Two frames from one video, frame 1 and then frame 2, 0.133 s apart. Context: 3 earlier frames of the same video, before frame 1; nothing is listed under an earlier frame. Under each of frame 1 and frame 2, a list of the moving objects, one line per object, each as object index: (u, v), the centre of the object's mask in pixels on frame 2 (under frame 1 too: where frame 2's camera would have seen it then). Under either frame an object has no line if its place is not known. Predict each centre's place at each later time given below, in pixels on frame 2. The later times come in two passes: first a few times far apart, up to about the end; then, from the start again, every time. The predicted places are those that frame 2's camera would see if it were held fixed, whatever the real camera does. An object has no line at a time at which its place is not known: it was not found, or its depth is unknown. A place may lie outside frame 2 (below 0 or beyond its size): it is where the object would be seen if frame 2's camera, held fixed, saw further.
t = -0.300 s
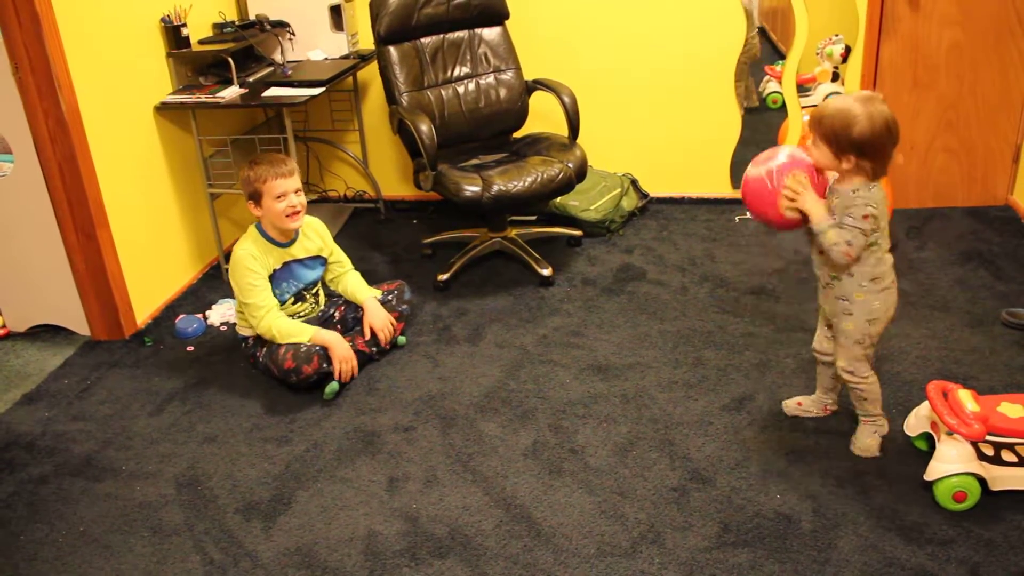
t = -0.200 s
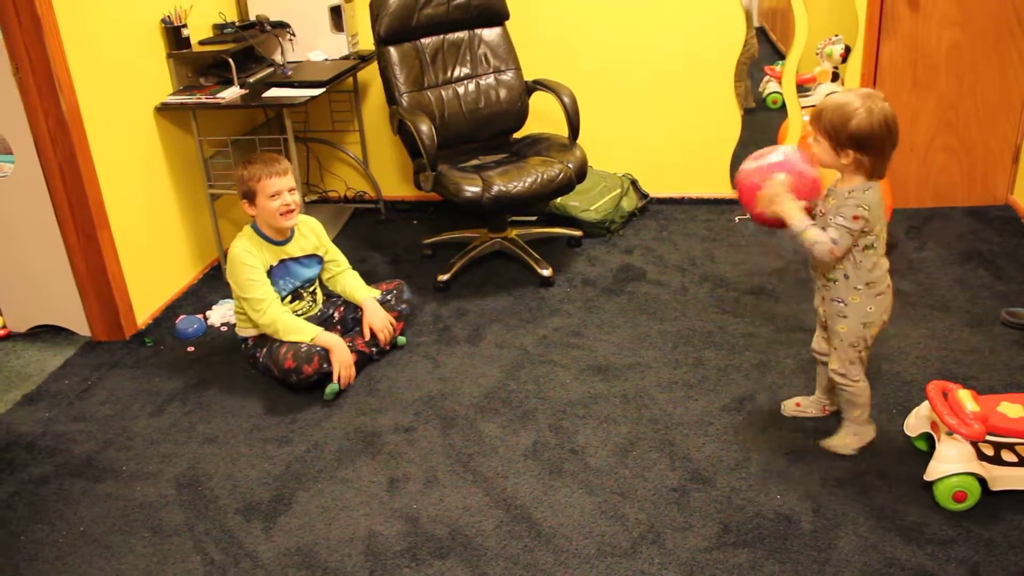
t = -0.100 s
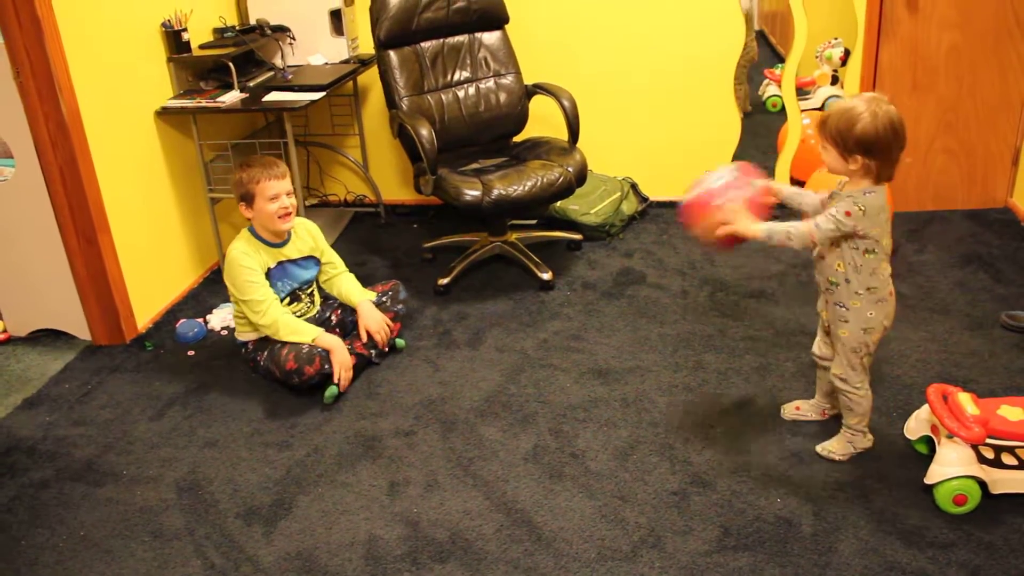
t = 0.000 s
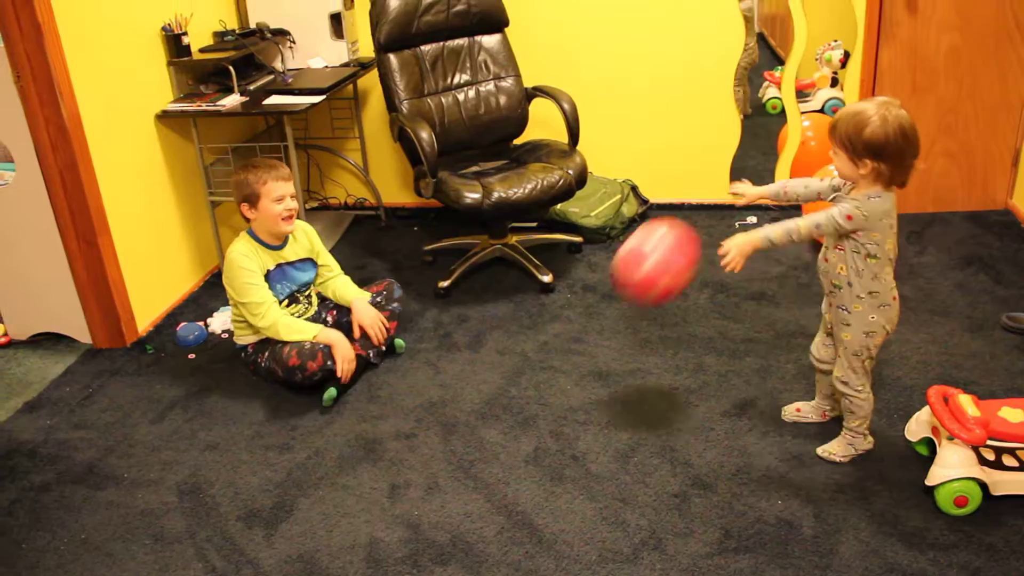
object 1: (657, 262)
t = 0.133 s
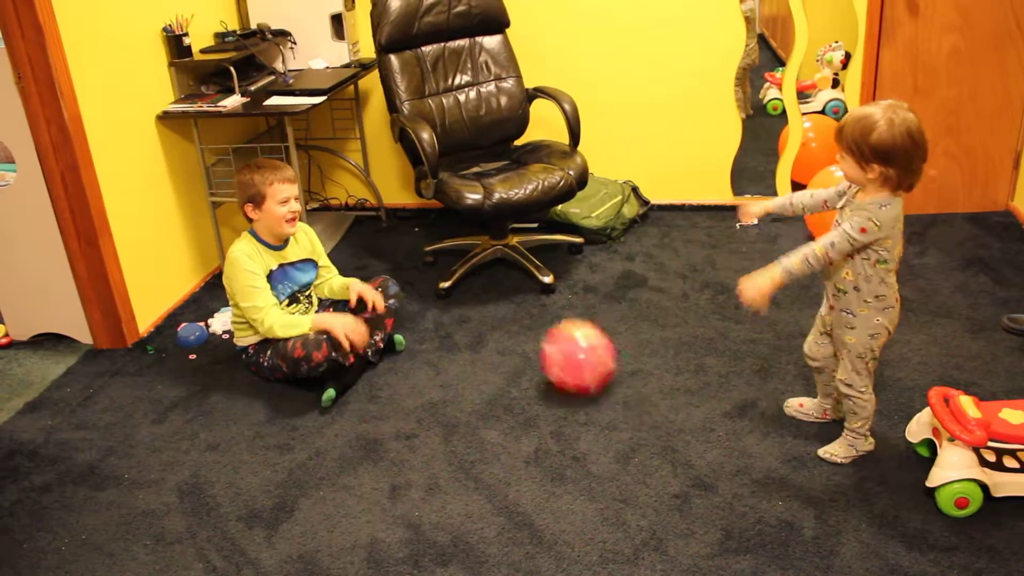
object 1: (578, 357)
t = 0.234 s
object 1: (543, 315)
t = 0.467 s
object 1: (471, 323)
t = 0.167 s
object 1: (566, 341)
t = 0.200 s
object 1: (554, 326)
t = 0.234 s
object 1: (543, 315)
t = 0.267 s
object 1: (532, 307)
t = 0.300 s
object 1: (521, 302)
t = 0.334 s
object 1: (510, 300)
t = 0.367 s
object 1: (500, 301)
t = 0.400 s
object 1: (490, 305)
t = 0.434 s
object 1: (480, 312)
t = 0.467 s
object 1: (471, 323)
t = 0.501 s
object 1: (462, 336)
